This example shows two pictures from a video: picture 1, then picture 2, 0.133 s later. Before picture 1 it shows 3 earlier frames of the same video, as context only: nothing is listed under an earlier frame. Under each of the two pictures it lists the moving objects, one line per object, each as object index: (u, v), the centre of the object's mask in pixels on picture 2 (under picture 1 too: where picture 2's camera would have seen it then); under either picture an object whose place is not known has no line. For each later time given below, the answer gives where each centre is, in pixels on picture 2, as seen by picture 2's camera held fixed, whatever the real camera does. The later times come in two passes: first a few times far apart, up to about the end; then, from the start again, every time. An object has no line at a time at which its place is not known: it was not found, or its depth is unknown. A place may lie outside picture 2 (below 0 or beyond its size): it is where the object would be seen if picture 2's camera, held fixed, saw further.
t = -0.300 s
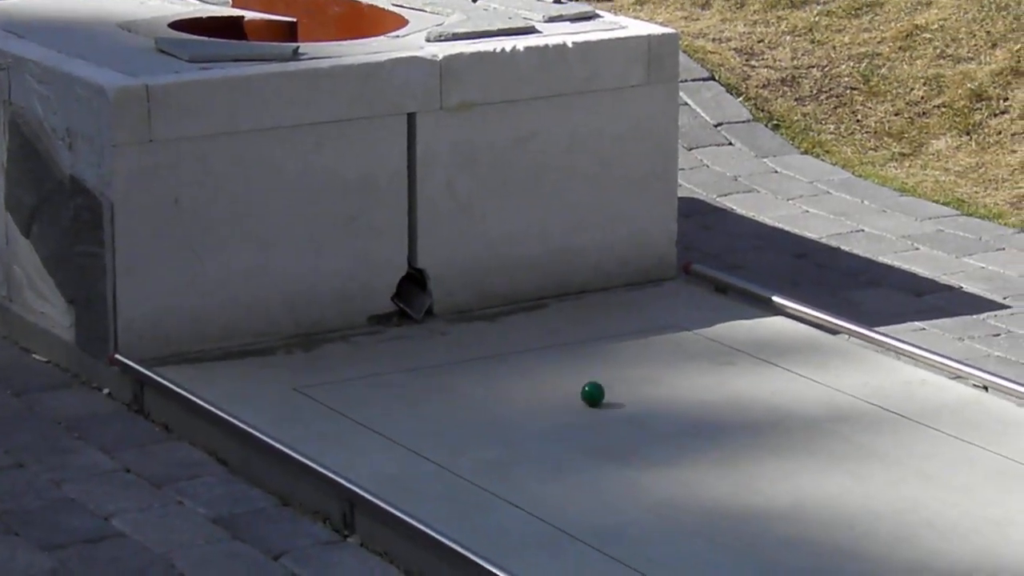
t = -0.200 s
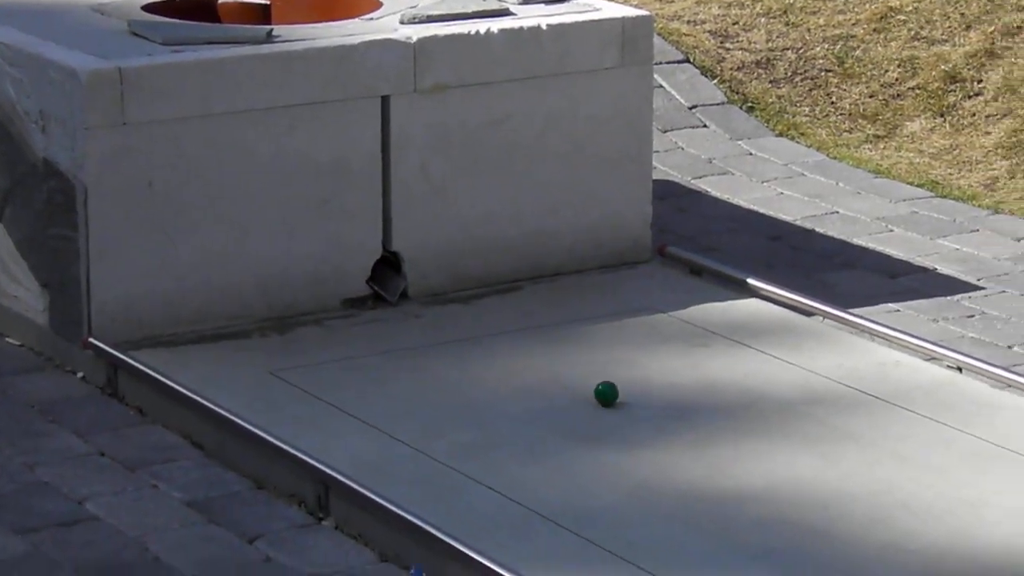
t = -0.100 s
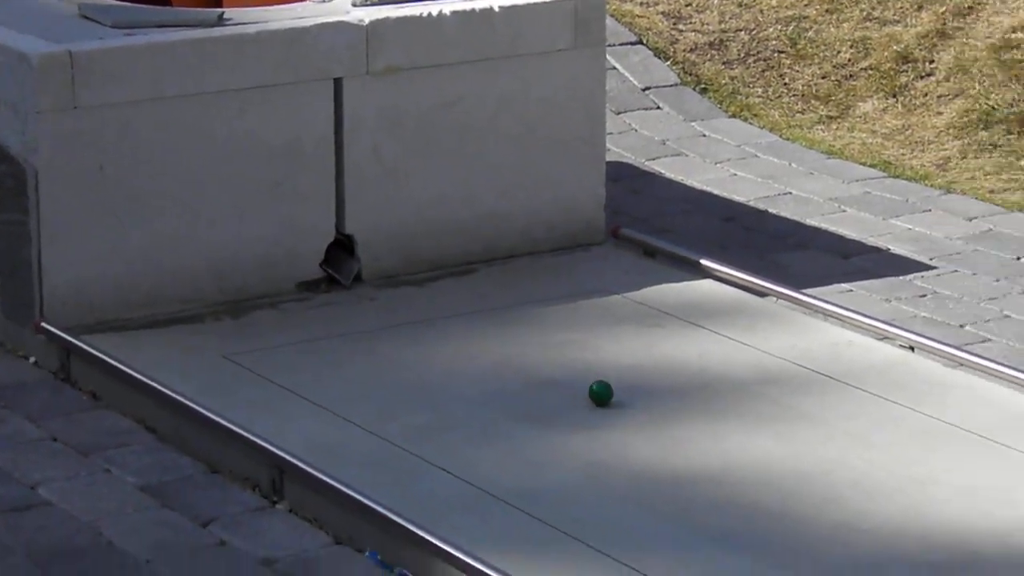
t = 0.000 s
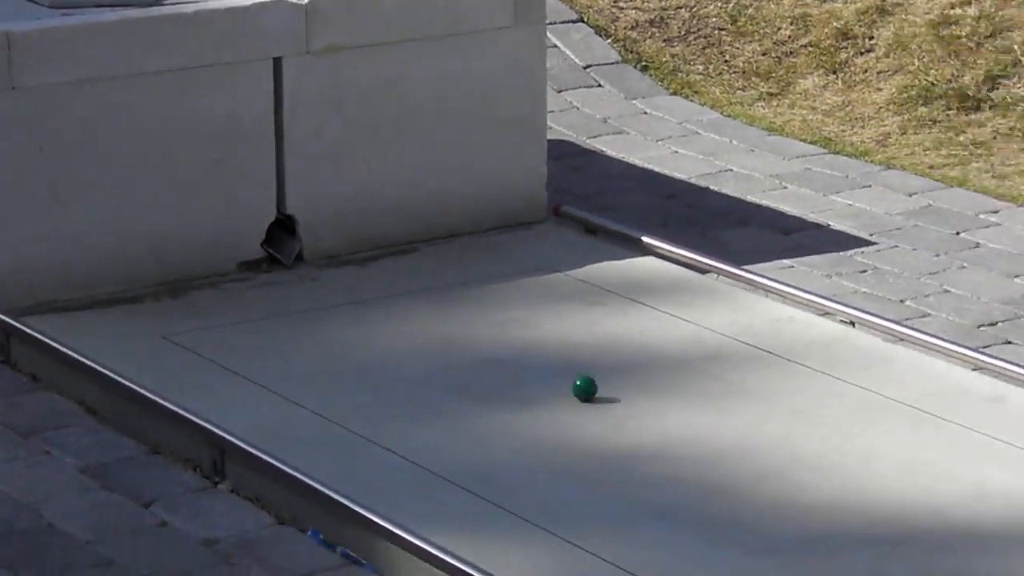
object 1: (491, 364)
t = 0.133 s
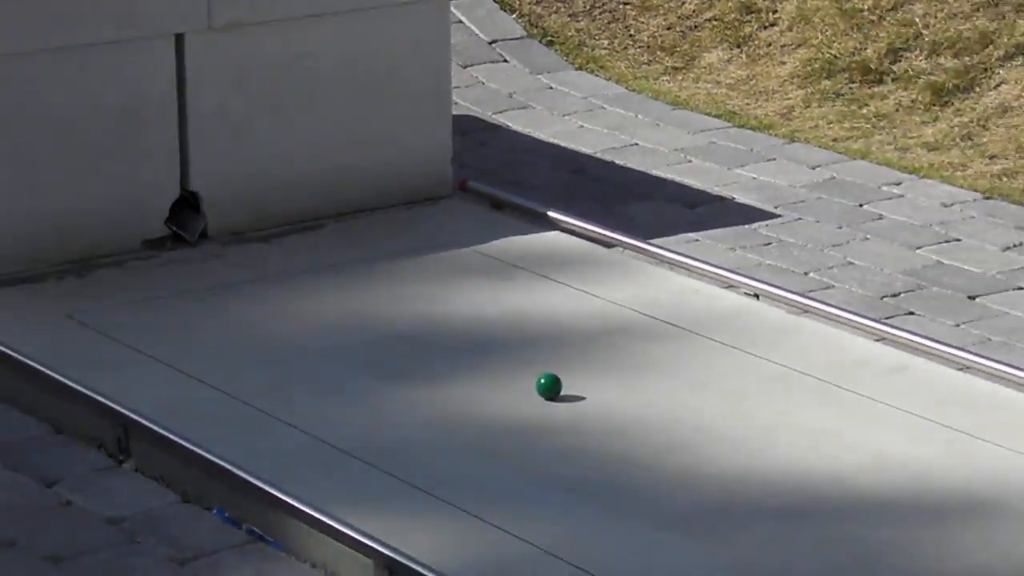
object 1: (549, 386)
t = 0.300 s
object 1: (626, 417)
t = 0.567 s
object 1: (755, 467)
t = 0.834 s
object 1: (896, 519)
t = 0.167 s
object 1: (564, 392)
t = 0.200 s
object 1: (579, 398)
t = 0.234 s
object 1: (594, 404)
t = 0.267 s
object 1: (609, 411)
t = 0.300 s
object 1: (626, 417)
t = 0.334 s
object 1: (641, 423)
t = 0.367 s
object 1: (657, 430)
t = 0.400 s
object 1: (673, 436)
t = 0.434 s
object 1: (690, 442)
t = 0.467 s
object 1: (706, 449)
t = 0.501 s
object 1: (722, 455)
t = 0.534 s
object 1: (739, 461)
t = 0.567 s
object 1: (755, 467)
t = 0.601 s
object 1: (773, 474)
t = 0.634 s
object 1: (790, 480)
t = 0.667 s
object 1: (807, 486)
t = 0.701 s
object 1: (825, 493)
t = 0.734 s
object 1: (842, 499)
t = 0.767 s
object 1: (860, 506)
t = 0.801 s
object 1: (878, 512)
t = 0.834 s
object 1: (896, 519)
